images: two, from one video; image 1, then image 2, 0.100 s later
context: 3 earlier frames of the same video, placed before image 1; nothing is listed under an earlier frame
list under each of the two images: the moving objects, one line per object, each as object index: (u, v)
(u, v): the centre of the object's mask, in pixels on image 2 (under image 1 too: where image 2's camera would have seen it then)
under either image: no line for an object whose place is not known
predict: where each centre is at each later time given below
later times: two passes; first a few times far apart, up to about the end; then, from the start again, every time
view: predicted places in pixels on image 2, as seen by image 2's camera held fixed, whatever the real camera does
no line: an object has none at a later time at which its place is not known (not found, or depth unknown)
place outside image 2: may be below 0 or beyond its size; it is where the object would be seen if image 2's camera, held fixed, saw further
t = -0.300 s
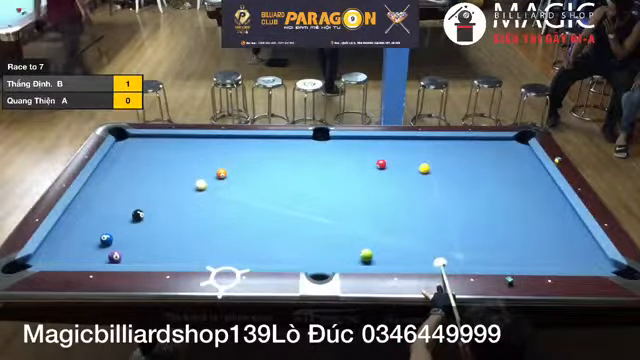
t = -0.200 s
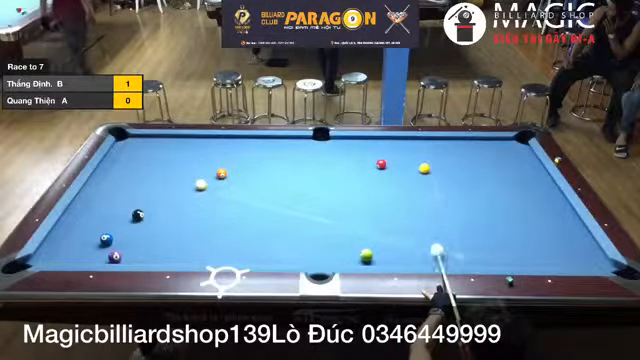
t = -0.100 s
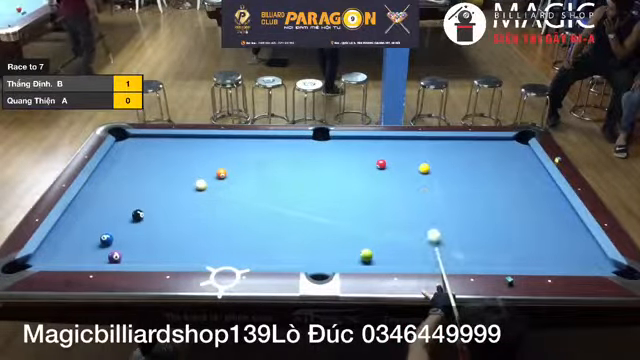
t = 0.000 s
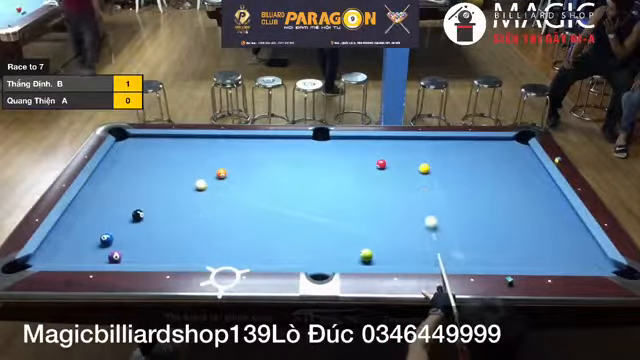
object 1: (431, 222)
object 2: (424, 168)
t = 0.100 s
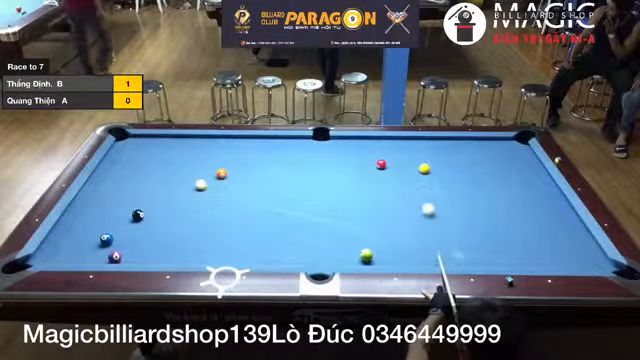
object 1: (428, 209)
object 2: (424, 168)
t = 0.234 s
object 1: (424, 194)
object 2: (424, 168)
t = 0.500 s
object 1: (414, 171)
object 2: (427, 165)
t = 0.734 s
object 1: (398, 160)
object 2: (438, 155)
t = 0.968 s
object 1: (385, 150)
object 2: (446, 147)
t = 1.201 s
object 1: (370, 141)
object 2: (455, 140)
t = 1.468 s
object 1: (361, 142)
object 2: (464, 143)
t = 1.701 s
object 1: (356, 145)
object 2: (471, 146)
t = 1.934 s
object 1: (350, 150)
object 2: (479, 150)
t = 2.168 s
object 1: (345, 153)
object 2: (486, 153)
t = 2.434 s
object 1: (339, 156)
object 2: (492, 157)
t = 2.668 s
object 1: (336, 159)
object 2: (497, 158)
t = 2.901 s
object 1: (331, 161)
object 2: (501, 161)
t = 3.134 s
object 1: (327, 165)
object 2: (505, 163)
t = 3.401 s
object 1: (324, 168)
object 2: (508, 165)
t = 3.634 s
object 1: (321, 169)
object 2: (511, 166)
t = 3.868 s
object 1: (319, 171)
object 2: (512, 166)
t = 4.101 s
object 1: (317, 173)
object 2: (513, 167)
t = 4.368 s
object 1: (316, 174)
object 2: (513, 167)
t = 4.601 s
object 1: (315, 174)
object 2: (513, 167)
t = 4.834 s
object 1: (316, 174)
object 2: (513, 167)
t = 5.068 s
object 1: (318, 174)
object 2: (513, 167)
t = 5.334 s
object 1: (316, 175)
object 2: (513, 167)
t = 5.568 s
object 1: (315, 175)
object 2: (513, 167)
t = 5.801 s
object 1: (312, 174)
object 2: (513, 167)
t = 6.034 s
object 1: (315, 175)
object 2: (513, 167)
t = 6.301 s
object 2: (513, 167)
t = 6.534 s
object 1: (316, 174)
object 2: (513, 167)
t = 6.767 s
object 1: (316, 174)
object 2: (513, 167)
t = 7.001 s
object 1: (316, 174)
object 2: (513, 167)
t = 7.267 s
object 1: (316, 174)
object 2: (513, 167)
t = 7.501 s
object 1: (316, 174)
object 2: (513, 167)
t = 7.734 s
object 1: (316, 174)
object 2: (513, 167)
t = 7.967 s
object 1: (316, 174)
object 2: (513, 167)
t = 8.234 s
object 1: (316, 174)
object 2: (513, 167)
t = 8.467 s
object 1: (316, 174)
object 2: (513, 167)
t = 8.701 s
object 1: (315, 174)
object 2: (513, 167)
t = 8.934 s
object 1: (316, 174)
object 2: (513, 167)
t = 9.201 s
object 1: (315, 174)
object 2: (513, 167)
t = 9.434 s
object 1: (315, 174)
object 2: (513, 167)
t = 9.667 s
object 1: (316, 174)
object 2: (513, 167)
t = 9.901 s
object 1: (316, 174)
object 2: (513, 167)
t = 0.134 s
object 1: (427, 205)
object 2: (424, 168)
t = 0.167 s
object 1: (426, 201)
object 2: (424, 168)
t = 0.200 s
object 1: (425, 197)
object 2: (424, 168)
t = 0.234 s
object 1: (424, 194)
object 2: (424, 168)
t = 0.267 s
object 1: (424, 191)
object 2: (424, 168)
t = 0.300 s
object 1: (423, 186)
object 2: (424, 168)
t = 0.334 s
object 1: (422, 182)
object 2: (424, 168)
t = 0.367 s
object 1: (421, 179)
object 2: (424, 168)
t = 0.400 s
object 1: (420, 176)
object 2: (425, 168)
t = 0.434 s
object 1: (420, 174)
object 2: (425, 167)
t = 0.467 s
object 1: (417, 172)
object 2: (426, 166)
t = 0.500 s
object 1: (414, 171)
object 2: (427, 165)
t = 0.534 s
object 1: (411, 169)
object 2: (429, 164)
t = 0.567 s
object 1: (409, 167)
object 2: (431, 163)
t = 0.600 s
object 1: (407, 166)
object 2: (432, 160)
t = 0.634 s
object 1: (405, 165)
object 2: (434, 159)
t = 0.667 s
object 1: (403, 163)
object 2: (435, 157)
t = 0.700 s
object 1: (401, 161)
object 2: (437, 156)
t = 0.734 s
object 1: (398, 160)
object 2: (438, 155)
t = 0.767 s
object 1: (396, 158)
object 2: (439, 154)
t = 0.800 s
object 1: (394, 157)
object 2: (441, 153)
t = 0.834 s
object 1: (392, 155)
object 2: (442, 151)
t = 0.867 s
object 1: (390, 154)
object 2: (443, 150)
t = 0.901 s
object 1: (388, 153)
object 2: (444, 149)
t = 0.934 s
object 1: (385, 151)
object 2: (446, 148)
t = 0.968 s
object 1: (385, 150)
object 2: (446, 147)
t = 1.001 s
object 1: (382, 149)
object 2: (447, 147)
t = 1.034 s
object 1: (381, 148)
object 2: (449, 146)
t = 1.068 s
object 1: (377, 146)
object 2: (451, 143)
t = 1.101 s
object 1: (376, 145)
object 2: (452, 143)
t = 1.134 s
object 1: (374, 144)
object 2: (453, 141)
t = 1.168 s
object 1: (372, 142)
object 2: (454, 141)
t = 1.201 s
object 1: (370, 141)
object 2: (455, 140)
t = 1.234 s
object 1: (369, 140)
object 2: (456, 140)
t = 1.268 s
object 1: (367, 139)
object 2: (457, 140)
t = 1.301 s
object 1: (365, 139)
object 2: (459, 141)
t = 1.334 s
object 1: (365, 139)
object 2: (460, 141)
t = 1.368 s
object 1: (363, 140)
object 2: (461, 142)
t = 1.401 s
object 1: (363, 141)
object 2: (462, 142)
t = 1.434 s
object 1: (362, 141)
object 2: (463, 143)
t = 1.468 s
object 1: (361, 142)
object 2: (464, 143)
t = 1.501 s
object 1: (361, 142)
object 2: (465, 143)
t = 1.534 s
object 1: (359, 143)
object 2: (466, 144)
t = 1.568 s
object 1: (359, 143)
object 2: (467, 144)
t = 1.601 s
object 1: (359, 143)
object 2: (469, 145)
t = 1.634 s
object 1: (357, 144)
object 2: (469, 145)
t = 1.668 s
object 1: (357, 144)
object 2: (470, 146)
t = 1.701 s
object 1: (356, 145)
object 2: (471, 146)
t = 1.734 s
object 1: (354, 147)
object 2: (473, 148)
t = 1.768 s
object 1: (354, 147)
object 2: (474, 148)
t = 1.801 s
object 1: (353, 148)
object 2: (475, 148)
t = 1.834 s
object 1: (352, 148)
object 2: (476, 149)
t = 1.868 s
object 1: (352, 148)
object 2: (477, 150)
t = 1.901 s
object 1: (350, 149)
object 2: (478, 150)
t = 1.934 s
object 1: (350, 150)
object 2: (479, 150)
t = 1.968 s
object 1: (349, 150)
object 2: (480, 151)
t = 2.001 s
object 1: (348, 151)
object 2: (481, 151)
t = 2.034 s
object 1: (348, 151)
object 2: (482, 151)
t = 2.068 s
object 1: (347, 152)
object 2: (483, 152)
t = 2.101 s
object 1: (347, 152)
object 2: (483, 152)
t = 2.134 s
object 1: (345, 153)
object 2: (485, 153)
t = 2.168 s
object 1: (345, 153)
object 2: (486, 153)
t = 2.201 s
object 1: (344, 154)
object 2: (486, 153)
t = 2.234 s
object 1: (344, 154)
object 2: (488, 154)
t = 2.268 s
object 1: (343, 155)
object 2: (488, 155)
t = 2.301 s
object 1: (341, 155)
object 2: (489, 155)
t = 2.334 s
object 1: (341, 155)
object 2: (490, 155)
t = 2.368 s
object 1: (341, 155)
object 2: (490, 156)
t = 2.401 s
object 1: (339, 156)
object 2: (491, 157)
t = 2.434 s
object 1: (339, 156)
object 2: (492, 157)
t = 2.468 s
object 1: (339, 157)
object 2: (493, 157)
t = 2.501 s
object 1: (338, 157)
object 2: (493, 157)
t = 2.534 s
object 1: (337, 158)
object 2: (495, 157)
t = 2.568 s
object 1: (337, 158)
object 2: (495, 157)
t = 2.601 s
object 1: (336, 159)
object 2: (496, 158)
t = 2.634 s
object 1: (336, 159)
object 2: (496, 158)
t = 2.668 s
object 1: (336, 159)
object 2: (497, 158)
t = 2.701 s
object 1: (334, 160)
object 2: (498, 159)
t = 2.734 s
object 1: (334, 160)
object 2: (499, 159)
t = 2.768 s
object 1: (334, 160)
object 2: (499, 160)
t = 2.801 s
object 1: (333, 160)
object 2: (500, 160)
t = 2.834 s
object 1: (332, 160)
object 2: (500, 161)
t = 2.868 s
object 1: (332, 161)
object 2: (501, 161)
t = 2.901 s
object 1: (331, 161)
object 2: (501, 161)
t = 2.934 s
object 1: (331, 161)
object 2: (502, 162)
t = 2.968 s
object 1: (331, 161)
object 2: (503, 162)
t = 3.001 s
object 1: (331, 162)
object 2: (503, 162)
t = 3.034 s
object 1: (331, 162)
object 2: (504, 162)
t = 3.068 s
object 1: (328, 164)
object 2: (505, 163)
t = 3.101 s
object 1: (328, 164)
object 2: (505, 162)
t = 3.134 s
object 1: (327, 165)
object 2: (505, 163)
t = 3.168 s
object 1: (327, 165)
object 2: (505, 163)
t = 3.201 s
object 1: (326, 165)
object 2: (506, 163)
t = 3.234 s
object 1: (326, 165)
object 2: (506, 164)
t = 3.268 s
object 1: (325, 166)
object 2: (507, 164)
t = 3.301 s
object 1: (325, 166)
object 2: (507, 164)
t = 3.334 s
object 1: (324, 167)
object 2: (507, 164)
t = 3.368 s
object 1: (324, 167)
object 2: (508, 164)
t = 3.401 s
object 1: (324, 168)
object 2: (508, 165)
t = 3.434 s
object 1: (324, 168)
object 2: (508, 165)
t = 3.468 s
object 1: (323, 169)
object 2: (509, 165)
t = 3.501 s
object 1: (322, 169)
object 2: (510, 165)
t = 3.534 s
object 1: (322, 169)
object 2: (510, 165)
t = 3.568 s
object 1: (322, 169)
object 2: (510, 165)
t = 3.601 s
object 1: (321, 170)
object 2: (510, 166)
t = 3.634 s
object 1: (321, 169)
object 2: (511, 166)
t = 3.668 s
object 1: (321, 169)
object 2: (510, 166)
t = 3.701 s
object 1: (321, 169)
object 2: (511, 166)
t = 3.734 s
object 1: (321, 169)
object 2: (511, 166)
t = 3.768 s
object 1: (321, 170)
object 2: (511, 166)
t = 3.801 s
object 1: (320, 171)
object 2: (511, 166)
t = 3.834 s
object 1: (320, 171)
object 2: (512, 166)
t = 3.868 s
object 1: (319, 171)
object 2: (512, 166)
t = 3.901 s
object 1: (319, 171)
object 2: (512, 166)
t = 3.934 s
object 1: (319, 172)
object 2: (512, 167)
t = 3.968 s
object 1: (318, 172)
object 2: (512, 167)
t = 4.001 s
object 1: (318, 172)
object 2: (513, 167)
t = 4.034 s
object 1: (318, 172)
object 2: (513, 167)
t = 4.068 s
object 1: (318, 172)
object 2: (513, 167)
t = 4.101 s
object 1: (317, 173)
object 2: (513, 167)
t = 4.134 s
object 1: (317, 173)
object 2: (513, 167)
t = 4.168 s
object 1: (316, 173)
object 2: (513, 167)
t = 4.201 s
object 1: (316, 173)
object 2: (513, 167)
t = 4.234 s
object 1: (315, 173)
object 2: (513, 167)
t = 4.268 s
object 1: (312, 174)
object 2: (513, 167)
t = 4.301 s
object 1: (316, 173)
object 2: (513, 167)
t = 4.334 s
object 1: (316, 173)
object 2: (513, 167)
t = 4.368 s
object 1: (316, 174)
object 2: (513, 167)
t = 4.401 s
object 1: (316, 174)
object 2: (513, 167)
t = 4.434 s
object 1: (316, 174)
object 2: (513, 167)
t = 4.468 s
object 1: (316, 174)
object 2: (513, 167)
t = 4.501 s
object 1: (316, 174)
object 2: (513, 167)
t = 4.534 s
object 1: (316, 174)
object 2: (513, 167)
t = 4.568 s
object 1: (316, 174)
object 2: (513, 167)
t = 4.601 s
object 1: (315, 174)
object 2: (513, 167)
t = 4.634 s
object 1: (316, 174)
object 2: (513, 167)
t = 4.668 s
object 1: (315, 174)
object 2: (513, 167)
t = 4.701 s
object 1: (316, 174)
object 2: (513, 167)
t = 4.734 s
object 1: (316, 174)
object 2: (513, 167)
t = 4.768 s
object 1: (316, 174)
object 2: (513, 167)
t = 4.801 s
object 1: (316, 174)
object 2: (513, 167)
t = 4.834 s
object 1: (316, 174)
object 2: (513, 167)
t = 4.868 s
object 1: (316, 174)
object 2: (513, 167)
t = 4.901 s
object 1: (317, 174)
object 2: (513, 167)
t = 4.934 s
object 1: (317, 175)
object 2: (513, 167)
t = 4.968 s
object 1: (316, 174)
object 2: (513, 167)
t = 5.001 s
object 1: (317, 174)
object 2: (513, 167)
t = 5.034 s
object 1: (318, 174)
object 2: (513, 167)
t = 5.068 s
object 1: (318, 174)
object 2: (513, 167)
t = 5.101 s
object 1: (315, 177)
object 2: (513, 167)
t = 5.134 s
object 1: (315, 175)
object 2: (513, 167)
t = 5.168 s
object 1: (315, 175)
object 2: (513, 167)
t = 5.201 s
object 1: (315, 175)
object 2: (513, 167)
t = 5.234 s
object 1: (316, 174)
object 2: (513, 167)
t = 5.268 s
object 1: (315, 175)
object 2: (513, 167)
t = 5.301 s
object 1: (315, 175)
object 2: (513, 167)
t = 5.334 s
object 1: (316, 175)
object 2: (513, 167)
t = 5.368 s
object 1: (315, 175)
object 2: (513, 167)
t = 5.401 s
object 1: (315, 175)
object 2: (512, 167)
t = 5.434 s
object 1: (316, 174)
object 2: (513, 167)
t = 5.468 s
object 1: (316, 175)
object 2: (513, 167)
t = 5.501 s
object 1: (316, 175)
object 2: (513, 167)
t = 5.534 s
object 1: (316, 175)
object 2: (513, 167)
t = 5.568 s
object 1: (315, 175)
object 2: (513, 167)
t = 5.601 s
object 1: (315, 175)
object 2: (513, 167)
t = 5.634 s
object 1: (315, 175)
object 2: (512, 167)
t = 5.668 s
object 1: (316, 175)
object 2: (511, 167)
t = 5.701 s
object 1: (315, 175)
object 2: (513, 167)
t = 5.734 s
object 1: (315, 175)
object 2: (513, 167)
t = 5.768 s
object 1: (315, 175)
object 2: (513, 167)
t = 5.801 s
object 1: (312, 174)
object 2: (513, 167)
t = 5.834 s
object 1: (309, 174)
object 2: (513, 167)
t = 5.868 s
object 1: (315, 175)
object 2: (513, 167)
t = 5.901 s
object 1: (314, 175)
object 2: (513, 167)
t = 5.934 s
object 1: (315, 175)
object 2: (513, 167)
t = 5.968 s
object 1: (315, 175)
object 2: (513, 167)
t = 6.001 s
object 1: (315, 175)
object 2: (513, 167)
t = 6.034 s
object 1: (315, 175)
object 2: (513, 167)
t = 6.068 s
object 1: (315, 175)
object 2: (513, 167)
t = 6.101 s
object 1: (313, 174)
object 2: (513, 167)
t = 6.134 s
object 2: (513, 167)
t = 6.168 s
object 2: (513, 167)
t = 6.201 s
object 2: (513, 167)
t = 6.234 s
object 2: (513, 167)
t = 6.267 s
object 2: (513, 167)
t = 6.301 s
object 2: (513, 167)
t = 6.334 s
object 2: (513, 167)
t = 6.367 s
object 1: (316, 171)
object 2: (513, 167)
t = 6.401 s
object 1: (316, 173)
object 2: (513, 167)
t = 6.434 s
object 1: (316, 174)
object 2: (513, 167)
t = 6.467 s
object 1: (316, 174)
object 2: (513, 167)
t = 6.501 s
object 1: (316, 174)
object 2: (513, 167)
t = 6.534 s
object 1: (316, 174)
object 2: (513, 167)
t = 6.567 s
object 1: (316, 174)
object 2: (513, 167)
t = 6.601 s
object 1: (316, 174)
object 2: (513, 167)
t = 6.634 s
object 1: (316, 174)
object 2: (513, 167)
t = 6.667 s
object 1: (316, 174)
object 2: (513, 167)
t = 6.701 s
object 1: (316, 174)
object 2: (513, 167)
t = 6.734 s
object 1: (316, 174)
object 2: (513, 167)
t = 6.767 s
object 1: (316, 174)
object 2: (513, 167)
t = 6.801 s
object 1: (316, 174)
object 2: (513, 167)
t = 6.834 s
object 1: (316, 174)
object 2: (513, 167)
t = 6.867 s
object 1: (316, 174)
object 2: (513, 167)
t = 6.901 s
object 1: (316, 174)
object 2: (513, 167)
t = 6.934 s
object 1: (316, 174)
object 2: (513, 167)
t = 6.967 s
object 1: (316, 174)
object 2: (513, 167)
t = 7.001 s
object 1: (316, 174)
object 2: (513, 167)
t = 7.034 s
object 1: (316, 174)
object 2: (513, 167)
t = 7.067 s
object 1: (316, 174)
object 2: (513, 167)
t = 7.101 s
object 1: (316, 174)
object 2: (513, 167)
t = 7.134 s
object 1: (316, 174)
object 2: (513, 167)
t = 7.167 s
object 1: (316, 174)
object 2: (513, 167)
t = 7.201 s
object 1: (316, 174)
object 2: (513, 167)
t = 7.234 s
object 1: (316, 174)
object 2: (513, 167)
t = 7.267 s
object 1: (316, 174)
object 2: (513, 167)
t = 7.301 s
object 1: (316, 174)
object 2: (513, 167)
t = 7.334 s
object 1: (316, 174)
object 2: (513, 167)
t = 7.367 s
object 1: (316, 174)
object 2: (513, 167)
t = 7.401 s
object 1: (316, 174)
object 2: (513, 167)
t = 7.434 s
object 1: (316, 174)
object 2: (513, 167)
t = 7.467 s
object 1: (316, 174)
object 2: (513, 167)
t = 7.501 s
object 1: (316, 174)
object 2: (513, 167)
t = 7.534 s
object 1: (316, 174)
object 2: (513, 167)
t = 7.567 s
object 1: (316, 174)
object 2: (513, 167)
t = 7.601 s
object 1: (316, 174)
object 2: (513, 167)
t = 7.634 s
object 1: (316, 174)
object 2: (513, 167)
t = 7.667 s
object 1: (316, 174)
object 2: (513, 167)
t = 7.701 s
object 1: (316, 174)
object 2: (513, 167)
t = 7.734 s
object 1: (316, 174)
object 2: (513, 167)
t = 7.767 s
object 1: (316, 174)
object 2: (513, 167)
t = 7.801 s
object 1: (316, 174)
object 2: (513, 167)
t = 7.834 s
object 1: (316, 174)
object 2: (513, 167)
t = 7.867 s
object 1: (316, 174)
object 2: (513, 167)
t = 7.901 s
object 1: (316, 174)
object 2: (513, 167)
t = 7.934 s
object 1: (316, 174)
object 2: (513, 167)
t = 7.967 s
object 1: (316, 174)
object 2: (513, 167)
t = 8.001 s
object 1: (316, 174)
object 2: (513, 167)
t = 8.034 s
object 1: (316, 174)
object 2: (513, 167)
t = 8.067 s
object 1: (316, 174)
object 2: (513, 167)
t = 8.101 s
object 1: (316, 174)
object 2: (513, 167)
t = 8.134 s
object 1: (316, 174)
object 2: (513, 167)
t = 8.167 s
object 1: (316, 174)
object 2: (513, 167)
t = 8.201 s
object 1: (316, 174)
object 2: (513, 167)
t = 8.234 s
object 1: (316, 174)
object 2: (513, 167)
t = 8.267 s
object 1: (316, 174)
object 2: (513, 167)
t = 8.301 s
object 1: (316, 174)
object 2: (513, 167)
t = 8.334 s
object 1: (316, 174)
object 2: (513, 167)
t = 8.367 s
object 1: (316, 174)
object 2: (513, 167)
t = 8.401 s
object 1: (316, 174)
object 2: (513, 167)
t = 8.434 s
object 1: (316, 174)
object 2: (513, 167)
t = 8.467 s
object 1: (316, 174)
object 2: (513, 167)
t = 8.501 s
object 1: (316, 174)
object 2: (513, 167)
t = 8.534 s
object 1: (316, 174)
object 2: (513, 167)
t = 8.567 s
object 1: (316, 174)
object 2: (513, 167)
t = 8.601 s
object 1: (315, 174)
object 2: (513, 167)
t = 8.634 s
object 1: (315, 174)
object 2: (513, 167)
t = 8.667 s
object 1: (315, 174)
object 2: (513, 167)
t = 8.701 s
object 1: (315, 174)
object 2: (513, 167)
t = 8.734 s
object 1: (315, 174)
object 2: (513, 167)
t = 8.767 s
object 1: (315, 174)
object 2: (513, 167)
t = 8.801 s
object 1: (316, 174)
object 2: (513, 167)
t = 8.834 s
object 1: (316, 174)
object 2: (513, 167)
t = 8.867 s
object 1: (316, 174)
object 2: (513, 167)
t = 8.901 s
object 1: (316, 174)
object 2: (513, 167)
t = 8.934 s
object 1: (316, 174)
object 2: (513, 167)
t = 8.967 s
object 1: (315, 174)
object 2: (513, 167)
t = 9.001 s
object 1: (315, 174)
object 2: (513, 167)
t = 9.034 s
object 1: (315, 174)
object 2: (513, 167)
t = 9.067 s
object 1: (315, 174)
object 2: (513, 167)
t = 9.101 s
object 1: (316, 174)
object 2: (513, 167)
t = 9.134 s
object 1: (316, 174)
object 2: (513, 167)
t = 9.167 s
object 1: (315, 174)
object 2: (513, 167)
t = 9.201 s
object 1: (315, 174)
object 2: (513, 167)
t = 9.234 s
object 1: (315, 174)
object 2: (513, 167)
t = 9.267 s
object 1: (315, 174)
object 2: (513, 167)
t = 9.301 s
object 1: (315, 174)
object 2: (513, 167)
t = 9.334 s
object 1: (316, 174)
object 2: (513, 167)
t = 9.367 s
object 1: (315, 174)
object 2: (513, 167)
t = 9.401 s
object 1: (316, 174)
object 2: (513, 167)
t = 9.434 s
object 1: (315, 174)
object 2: (513, 167)
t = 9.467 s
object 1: (316, 174)
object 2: (513, 167)
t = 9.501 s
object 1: (316, 174)
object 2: (513, 167)
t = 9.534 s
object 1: (316, 174)
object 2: (513, 167)
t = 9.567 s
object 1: (316, 174)
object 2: (513, 167)
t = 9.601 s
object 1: (316, 174)
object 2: (513, 167)
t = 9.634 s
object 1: (316, 174)
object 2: (513, 167)
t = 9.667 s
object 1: (316, 174)
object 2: (513, 167)
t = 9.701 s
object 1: (316, 174)
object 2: (513, 167)
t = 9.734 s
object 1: (316, 174)
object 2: (513, 167)
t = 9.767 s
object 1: (316, 174)
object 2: (513, 167)
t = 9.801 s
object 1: (316, 174)
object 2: (513, 167)
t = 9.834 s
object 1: (316, 174)
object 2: (513, 167)
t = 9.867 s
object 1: (316, 174)
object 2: (513, 167)
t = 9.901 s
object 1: (316, 174)
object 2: (513, 167)
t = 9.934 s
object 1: (316, 174)
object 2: (513, 167)
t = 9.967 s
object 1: (316, 174)
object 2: (513, 167)
